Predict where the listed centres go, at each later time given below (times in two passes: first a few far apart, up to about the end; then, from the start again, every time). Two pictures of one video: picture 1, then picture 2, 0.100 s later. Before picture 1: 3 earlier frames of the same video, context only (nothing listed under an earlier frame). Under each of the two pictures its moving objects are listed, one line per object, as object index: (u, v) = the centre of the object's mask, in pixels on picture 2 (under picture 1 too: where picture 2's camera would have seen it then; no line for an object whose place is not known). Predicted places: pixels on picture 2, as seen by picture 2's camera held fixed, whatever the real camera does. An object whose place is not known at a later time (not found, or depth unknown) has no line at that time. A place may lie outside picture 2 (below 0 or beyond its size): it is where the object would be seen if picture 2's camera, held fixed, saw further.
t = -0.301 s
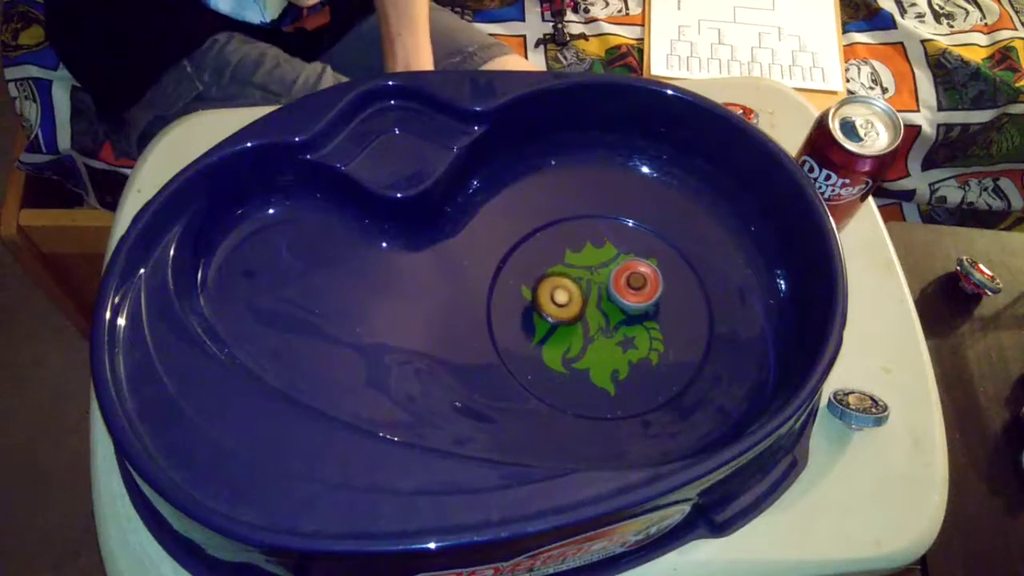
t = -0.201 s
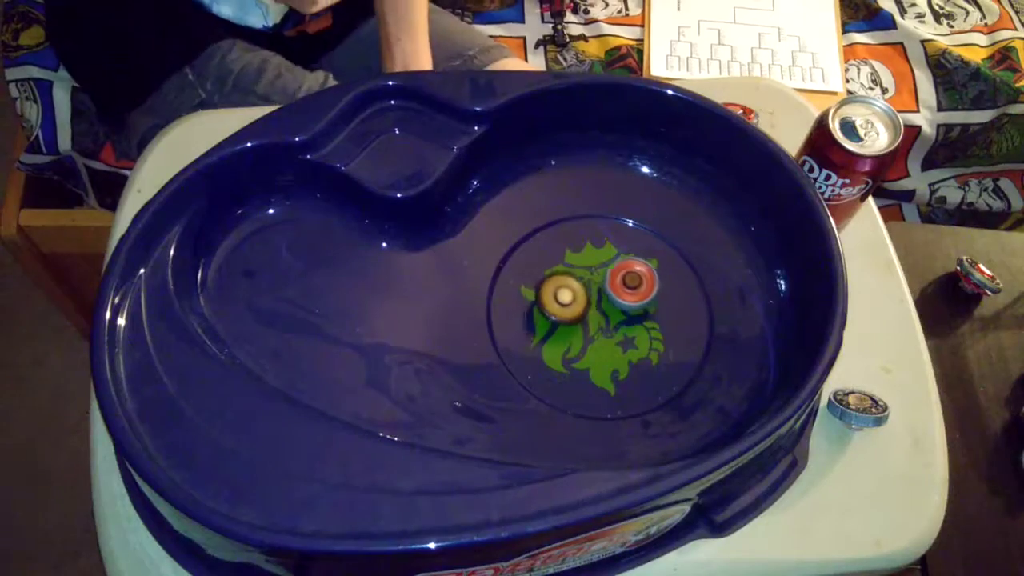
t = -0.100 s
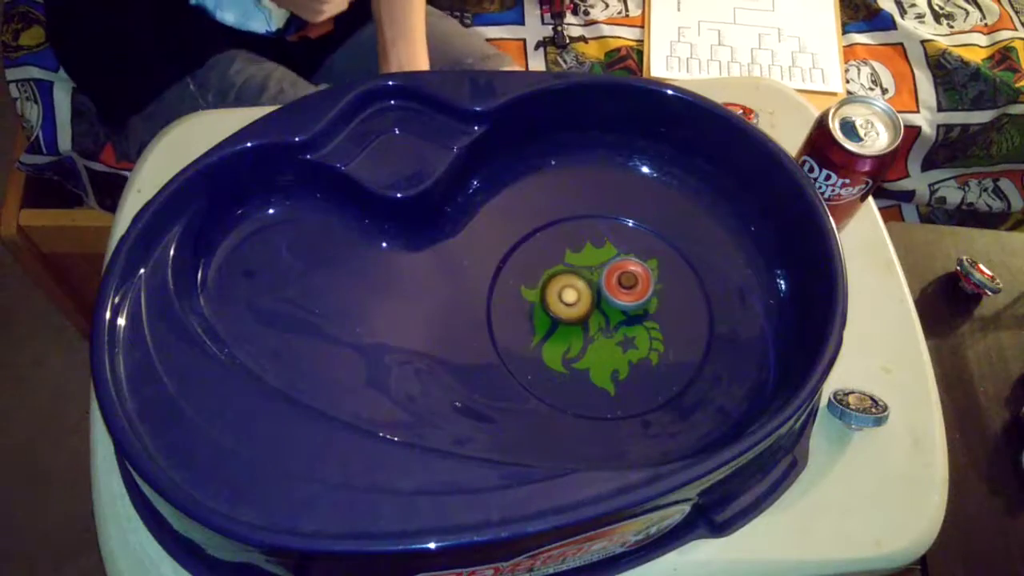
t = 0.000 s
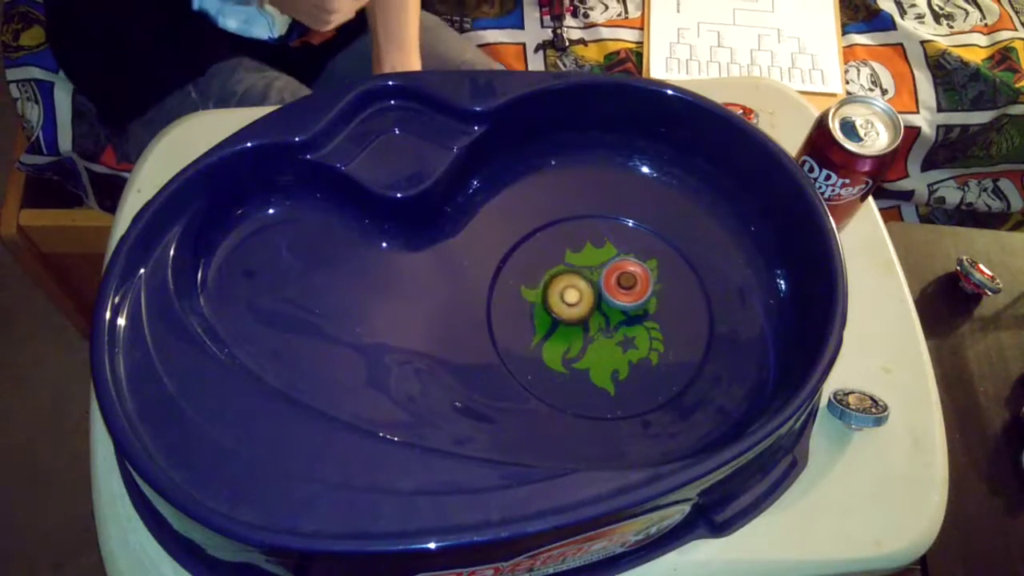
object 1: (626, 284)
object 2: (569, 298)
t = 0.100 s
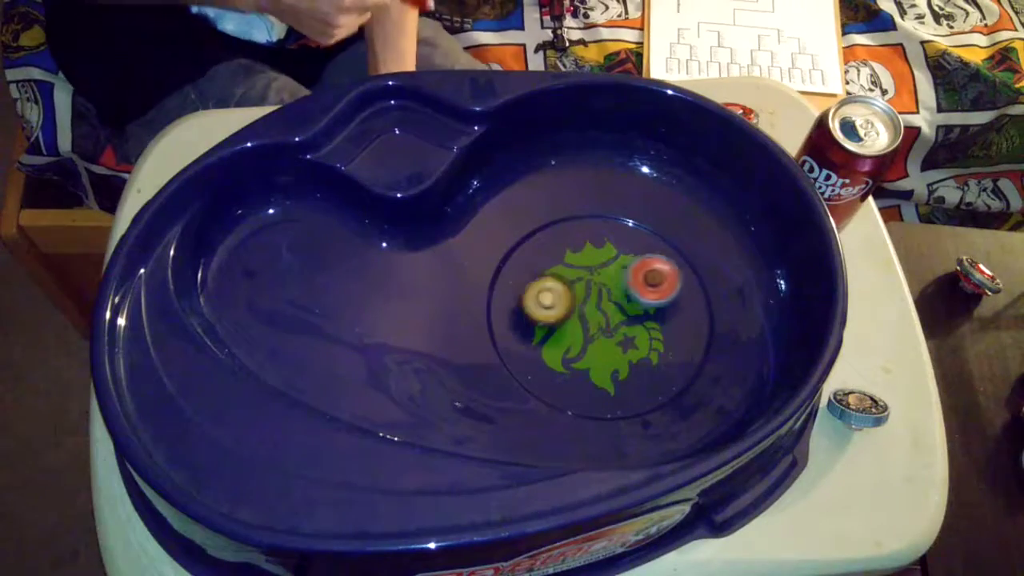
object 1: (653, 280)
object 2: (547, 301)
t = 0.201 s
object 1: (662, 279)
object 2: (538, 302)
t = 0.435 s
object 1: (658, 278)
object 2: (545, 308)
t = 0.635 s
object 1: (646, 281)
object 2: (550, 313)
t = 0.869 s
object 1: (623, 292)
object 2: (557, 317)
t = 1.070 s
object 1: (714, 274)
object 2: (463, 324)
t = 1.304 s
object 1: (645, 270)
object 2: (350, 325)
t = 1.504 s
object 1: (552, 275)
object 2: (349, 308)
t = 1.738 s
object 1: (499, 282)
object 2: (355, 289)
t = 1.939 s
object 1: (504, 297)
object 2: (379, 298)
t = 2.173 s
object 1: (514, 297)
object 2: (505, 357)
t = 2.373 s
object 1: (536, 299)
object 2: (657, 393)
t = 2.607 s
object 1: (579, 305)
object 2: (745, 336)
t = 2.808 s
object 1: (618, 315)
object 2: (709, 310)
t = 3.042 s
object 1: (510, 294)
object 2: (692, 327)
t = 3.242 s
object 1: (470, 299)
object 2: (622, 368)
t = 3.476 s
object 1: (440, 308)
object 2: (537, 376)
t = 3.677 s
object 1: (438, 311)
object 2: (518, 330)
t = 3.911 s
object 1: (454, 313)
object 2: (518, 252)
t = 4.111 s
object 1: (490, 318)
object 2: (575, 227)
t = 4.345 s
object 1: (558, 340)
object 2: (644, 229)
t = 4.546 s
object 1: (615, 355)
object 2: (684, 275)
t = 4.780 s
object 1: (645, 370)
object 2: (694, 335)
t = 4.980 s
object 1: (578, 384)
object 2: (653, 338)
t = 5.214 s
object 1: (528, 380)
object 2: (599, 343)
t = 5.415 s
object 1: (486, 353)
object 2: (595, 332)
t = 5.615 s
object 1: (459, 306)
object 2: (597, 311)
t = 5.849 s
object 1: (460, 271)
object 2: (622, 300)
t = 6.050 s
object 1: (494, 277)
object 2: (627, 305)
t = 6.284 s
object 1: (579, 282)
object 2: (633, 317)
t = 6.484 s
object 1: (625, 280)
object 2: (652, 341)
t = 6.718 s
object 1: (661, 289)
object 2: (629, 349)
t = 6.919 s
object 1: (664, 300)
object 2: (612, 361)
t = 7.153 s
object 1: (643, 314)
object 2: (607, 364)
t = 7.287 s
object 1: (624, 315)
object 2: (606, 364)
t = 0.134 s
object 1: (659, 280)
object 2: (541, 301)
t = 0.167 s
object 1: (661, 279)
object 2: (538, 301)
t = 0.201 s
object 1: (662, 279)
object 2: (538, 302)
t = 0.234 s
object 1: (663, 278)
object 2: (538, 302)
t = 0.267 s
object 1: (662, 278)
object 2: (539, 303)
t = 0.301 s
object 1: (662, 277)
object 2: (540, 305)
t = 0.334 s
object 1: (662, 277)
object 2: (541, 306)
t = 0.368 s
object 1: (661, 277)
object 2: (543, 307)
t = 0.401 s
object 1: (659, 277)
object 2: (544, 308)
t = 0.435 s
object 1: (658, 278)
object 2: (545, 308)
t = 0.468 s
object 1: (656, 278)
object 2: (546, 309)
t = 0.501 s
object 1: (654, 279)
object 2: (547, 310)
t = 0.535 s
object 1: (652, 279)
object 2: (548, 311)
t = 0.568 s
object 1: (650, 280)
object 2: (548, 312)
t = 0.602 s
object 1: (648, 281)
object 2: (550, 313)
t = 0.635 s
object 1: (646, 281)
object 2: (550, 313)
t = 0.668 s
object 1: (643, 282)
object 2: (551, 314)
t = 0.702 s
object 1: (639, 285)
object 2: (552, 314)
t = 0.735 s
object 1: (637, 286)
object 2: (553, 315)
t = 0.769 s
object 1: (634, 287)
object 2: (554, 315)
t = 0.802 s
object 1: (630, 288)
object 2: (555, 316)
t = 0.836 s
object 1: (627, 290)
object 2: (556, 316)
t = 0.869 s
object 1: (623, 292)
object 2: (557, 317)
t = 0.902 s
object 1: (620, 293)
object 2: (558, 317)
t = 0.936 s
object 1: (616, 294)
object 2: (559, 317)
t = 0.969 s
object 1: (612, 295)
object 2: (560, 317)
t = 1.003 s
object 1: (645, 292)
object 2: (531, 324)
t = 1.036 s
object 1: (682, 283)
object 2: (495, 325)
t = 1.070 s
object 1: (714, 274)
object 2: (463, 324)
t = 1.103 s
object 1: (737, 266)
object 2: (432, 328)
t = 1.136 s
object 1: (749, 263)
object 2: (404, 332)
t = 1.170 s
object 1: (732, 265)
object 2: (386, 331)
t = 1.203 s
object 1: (710, 268)
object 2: (371, 332)
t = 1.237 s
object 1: (687, 269)
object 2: (360, 330)
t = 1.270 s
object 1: (665, 269)
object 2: (353, 328)
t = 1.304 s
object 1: (645, 270)
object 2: (350, 325)
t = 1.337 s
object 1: (626, 270)
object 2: (350, 323)
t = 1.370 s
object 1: (609, 270)
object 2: (349, 321)
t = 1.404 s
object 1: (590, 271)
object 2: (349, 318)
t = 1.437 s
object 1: (576, 272)
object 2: (349, 315)
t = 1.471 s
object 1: (563, 273)
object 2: (349, 312)
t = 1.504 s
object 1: (552, 275)
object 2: (349, 308)
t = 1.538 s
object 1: (541, 276)
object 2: (349, 303)
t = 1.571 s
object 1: (532, 277)
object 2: (348, 299)
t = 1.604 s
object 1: (524, 278)
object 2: (349, 295)
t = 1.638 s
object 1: (517, 278)
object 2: (350, 292)
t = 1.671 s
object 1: (510, 279)
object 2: (351, 290)
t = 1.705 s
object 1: (504, 280)
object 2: (352, 289)
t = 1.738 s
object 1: (499, 282)
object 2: (355, 289)
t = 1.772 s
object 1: (500, 284)
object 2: (357, 289)
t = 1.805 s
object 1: (501, 287)
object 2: (360, 289)
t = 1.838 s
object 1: (502, 290)
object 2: (363, 290)
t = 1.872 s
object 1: (502, 294)
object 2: (368, 292)
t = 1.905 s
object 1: (503, 295)
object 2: (374, 294)
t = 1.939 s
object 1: (504, 297)
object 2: (379, 298)
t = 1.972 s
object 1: (505, 297)
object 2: (387, 302)
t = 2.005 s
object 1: (506, 298)
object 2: (400, 310)
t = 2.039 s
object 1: (507, 298)
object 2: (417, 320)
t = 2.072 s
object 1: (508, 298)
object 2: (436, 331)
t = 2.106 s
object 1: (509, 298)
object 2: (458, 342)
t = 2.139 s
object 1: (512, 297)
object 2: (481, 349)
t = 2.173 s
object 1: (514, 297)
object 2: (505, 357)
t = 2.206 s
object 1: (516, 297)
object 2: (530, 365)
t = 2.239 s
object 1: (519, 297)
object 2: (555, 375)
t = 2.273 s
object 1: (522, 298)
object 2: (582, 381)
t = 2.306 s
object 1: (526, 298)
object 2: (607, 387)
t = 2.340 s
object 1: (531, 299)
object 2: (633, 389)
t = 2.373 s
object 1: (536, 299)
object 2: (657, 393)
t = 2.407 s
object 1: (540, 300)
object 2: (680, 388)
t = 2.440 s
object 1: (547, 300)
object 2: (694, 382)
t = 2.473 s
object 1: (552, 300)
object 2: (710, 373)
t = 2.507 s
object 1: (560, 301)
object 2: (724, 363)
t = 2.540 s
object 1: (567, 302)
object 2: (734, 353)
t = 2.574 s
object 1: (573, 303)
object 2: (742, 344)
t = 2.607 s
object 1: (579, 305)
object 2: (745, 336)
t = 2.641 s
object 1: (586, 306)
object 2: (746, 330)
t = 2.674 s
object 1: (592, 308)
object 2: (743, 324)
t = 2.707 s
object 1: (599, 310)
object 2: (738, 319)
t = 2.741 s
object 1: (606, 311)
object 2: (730, 315)
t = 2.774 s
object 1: (611, 313)
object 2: (721, 312)
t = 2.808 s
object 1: (618, 315)
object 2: (709, 310)
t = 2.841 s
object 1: (623, 316)
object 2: (696, 308)
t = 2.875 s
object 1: (626, 317)
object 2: (686, 306)
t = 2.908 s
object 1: (603, 311)
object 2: (693, 306)
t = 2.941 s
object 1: (577, 309)
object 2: (704, 308)
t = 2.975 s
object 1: (552, 303)
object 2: (708, 315)
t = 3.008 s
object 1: (529, 298)
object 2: (702, 321)
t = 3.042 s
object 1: (510, 294)
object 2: (692, 327)
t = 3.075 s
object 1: (495, 291)
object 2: (682, 335)
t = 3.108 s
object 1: (489, 290)
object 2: (669, 343)
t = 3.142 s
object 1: (484, 292)
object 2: (656, 351)
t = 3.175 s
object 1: (480, 294)
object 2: (644, 357)
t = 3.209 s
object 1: (475, 297)
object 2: (633, 363)
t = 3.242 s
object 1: (470, 299)
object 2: (622, 368)
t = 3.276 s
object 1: (464, 302)
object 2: (609, 372)
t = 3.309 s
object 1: (458, 304)
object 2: (597, 376)
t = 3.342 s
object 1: (453, 305)
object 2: (585, 380)
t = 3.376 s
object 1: (448, 306)
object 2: (569, 382)
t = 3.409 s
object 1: (444, 306)
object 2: (555, 383)
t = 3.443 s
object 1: (442, 307)
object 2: (545, 380)
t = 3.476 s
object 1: (440, 308)
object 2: (537, 376)
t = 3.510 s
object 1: (438, 308)
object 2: (530, 372)
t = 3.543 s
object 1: (438, 308)
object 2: (524, 364)
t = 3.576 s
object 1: (437, 309)
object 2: (519, 357)
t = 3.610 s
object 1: (437, 309)
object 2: (517, 349)
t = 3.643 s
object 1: (437, 310)
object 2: (517, 339)
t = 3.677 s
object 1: (438, 311)
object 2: (518, 330)
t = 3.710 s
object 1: (439, 312)
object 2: (518, 320)
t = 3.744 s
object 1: (440, 312)
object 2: (518, 309)
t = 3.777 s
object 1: (442, 312)
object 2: (517, 298)
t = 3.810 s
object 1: (444, 312)
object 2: (515, 285)
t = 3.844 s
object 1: (447, 313)
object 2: (514, 272)
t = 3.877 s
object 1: (451, 313)
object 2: (512, 261)
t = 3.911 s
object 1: (454, 313)
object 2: (518, 252)
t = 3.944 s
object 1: (459, 314)
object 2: (527, 247)
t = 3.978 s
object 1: (464, 314)
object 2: (536, 244)
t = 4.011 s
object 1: (470, 315)
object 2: (545, 242)
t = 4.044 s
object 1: (475, 316)
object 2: (554, 237)
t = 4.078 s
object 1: (482, 317)
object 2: (565, 232)
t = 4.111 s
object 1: (490, 318)
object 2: (575, 227)
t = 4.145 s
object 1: (499, 321)
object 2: (584, 222)
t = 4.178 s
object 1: (509, 325)
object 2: (595, 218)
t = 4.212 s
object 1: (518, 328)
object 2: (605, 217)
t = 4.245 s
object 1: (529, 331)
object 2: (615, 220)
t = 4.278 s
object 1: (539, 334)
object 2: (624, 223)
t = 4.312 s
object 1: (548, 337)
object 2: (635, 227)
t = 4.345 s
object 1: (558, 340)
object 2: (644, 229)
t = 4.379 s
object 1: (568, 344)
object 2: (655, 233)
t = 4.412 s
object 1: (578, 346)
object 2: (662, 241)
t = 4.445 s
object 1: (588, 349)
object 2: (667, 249)
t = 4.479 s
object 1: (597, 351)
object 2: (673, 257)
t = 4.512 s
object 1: (606, 353)
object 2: (679, 266)
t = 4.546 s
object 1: (615, 355)
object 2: (684, 275)
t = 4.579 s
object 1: (624, 357)
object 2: (690, 286)
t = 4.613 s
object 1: (631, 358)
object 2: (695, 296)
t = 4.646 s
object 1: (639, 360)
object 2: (701, 306)
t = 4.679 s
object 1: (646, 362)
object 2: (702, 316)
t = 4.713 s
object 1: (653, 363)
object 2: (698, 325)
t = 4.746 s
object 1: (653, 365)
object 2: (696, 332)
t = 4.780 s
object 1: (645, 370)
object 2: (694, 335)
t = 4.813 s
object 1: (630, 376)
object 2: (697, 336)
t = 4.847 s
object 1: (615, 380)
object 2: (693, 336)
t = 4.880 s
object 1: (603, 382)
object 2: (685, 334)
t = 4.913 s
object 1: (593, 384)
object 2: (675, 334)
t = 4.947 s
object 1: (585, 383)
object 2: (664, 336)
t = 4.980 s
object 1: (578, 384)
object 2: (653, 338)
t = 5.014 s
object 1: (572, 384)
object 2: (641, 341)
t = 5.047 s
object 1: (568, 385)
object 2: (630, 344)
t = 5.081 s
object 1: (562, 385)
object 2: (619, 347)
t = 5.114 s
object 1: (557, 385)
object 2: (607, 350)
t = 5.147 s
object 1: (552, 384)
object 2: (599, 350)
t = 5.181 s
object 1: (539, 382)
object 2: (599, 346)
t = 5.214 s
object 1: (528, 380)
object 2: (599, 343)
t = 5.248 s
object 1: (520, 377)
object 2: (601, 340)
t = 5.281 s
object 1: (512, 374)
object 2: (599, 338)
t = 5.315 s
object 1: (506, 370)
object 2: (598, 336)
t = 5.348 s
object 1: (499, 365)
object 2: (596, 335)
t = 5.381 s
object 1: (492, 359)
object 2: (594, 332)
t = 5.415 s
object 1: (486, 353)
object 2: (595, 332)
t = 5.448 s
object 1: (480, 346)
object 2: (593, 331)
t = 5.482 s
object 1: (475, 338)
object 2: (592, 327)
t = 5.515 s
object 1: (470, 330)
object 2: (591, 324)
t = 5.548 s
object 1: (465, 322)
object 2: (593, 318)
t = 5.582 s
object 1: (462, 314)
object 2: (595, 316)
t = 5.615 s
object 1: (459, 306)
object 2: (597, 311)
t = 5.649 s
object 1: (457, 298)
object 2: (600, 308)
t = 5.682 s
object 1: (456, 291)
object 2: (604, 307)
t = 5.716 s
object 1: (456, 285)
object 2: (607, 304)
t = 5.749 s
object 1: (456, 280)
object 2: (612, 304)
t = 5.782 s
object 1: (456, 276)
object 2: (615, 302)
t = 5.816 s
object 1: (458, 273)
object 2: (619, 301)
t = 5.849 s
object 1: (460, 271)
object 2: (622, 300)
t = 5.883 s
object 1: (463, 271)
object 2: (624, 301)
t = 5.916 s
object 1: (467, 271)
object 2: (627, 303)
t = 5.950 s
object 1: (472, 273)
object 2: (627, 302)
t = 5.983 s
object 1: (478, 274)
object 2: (628, 303)
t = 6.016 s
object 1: (485, 275)
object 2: (628, 305)
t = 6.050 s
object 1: (494, 277)
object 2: (627, 305)
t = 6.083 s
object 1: (505, 280)
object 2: (626, 305)
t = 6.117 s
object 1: (519, 283)
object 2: (624, 305)
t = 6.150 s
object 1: (534, 285)
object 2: (621, 305)
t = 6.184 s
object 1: (552, 287)
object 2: (618, 304)
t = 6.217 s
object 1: (562, 286)
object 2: (620, 305)
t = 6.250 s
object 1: (570, 284)
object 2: (629, 311)
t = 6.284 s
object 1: (579, 282)
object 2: (633, 317)
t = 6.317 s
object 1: (591, 282)
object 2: (636, 317)
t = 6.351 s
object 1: (599, 283)
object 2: (639, 321)
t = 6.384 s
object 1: (606, 280)
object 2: (643, 327)
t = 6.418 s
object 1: (612, 279)
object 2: (649, 332)
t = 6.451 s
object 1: (619, 279)
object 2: (653, 337)
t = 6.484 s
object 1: (625, 280)
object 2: (652, 341)
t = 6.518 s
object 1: (630, 281)
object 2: (653, 342)
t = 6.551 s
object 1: (636, 283)
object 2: (652, 344)
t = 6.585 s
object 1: (642, 286)
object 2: (648, 347)
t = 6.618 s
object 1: (647, 289)
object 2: (645, 346)
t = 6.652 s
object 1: (651, 291)
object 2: (642, 344)
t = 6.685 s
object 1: (657, 290)
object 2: (634, 346)
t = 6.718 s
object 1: (661, 289)
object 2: (629, 349)
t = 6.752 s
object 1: (663, 291)
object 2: (625, 352)
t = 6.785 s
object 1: (664, 293)
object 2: (622, 354)
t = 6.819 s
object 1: (665, 294)
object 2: (617, 356)
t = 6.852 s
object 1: (665, 296)
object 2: (616, 358)
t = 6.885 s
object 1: (665, 298)
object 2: (614, 360)
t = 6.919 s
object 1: (664, 300)
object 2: (612, 361)
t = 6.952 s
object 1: (662, 302)
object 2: (610, 362)
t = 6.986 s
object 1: (661, 304)
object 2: (607, 362)
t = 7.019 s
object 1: (658, 307)
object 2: (607, 365)
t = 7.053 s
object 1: (655, 308)
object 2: (607, 365)
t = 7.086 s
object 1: (652, 310)
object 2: (607, 365)
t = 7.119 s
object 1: (648, 312)
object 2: (606, 365)
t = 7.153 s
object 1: (643, 314)
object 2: (607, 364)
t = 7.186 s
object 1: (637, 317)
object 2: (607, 362)
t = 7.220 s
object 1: (633, 317)
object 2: (607, 362)
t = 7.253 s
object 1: (629, 316)
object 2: (606, 363)
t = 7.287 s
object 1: (624, 315)
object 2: (606, 364)
